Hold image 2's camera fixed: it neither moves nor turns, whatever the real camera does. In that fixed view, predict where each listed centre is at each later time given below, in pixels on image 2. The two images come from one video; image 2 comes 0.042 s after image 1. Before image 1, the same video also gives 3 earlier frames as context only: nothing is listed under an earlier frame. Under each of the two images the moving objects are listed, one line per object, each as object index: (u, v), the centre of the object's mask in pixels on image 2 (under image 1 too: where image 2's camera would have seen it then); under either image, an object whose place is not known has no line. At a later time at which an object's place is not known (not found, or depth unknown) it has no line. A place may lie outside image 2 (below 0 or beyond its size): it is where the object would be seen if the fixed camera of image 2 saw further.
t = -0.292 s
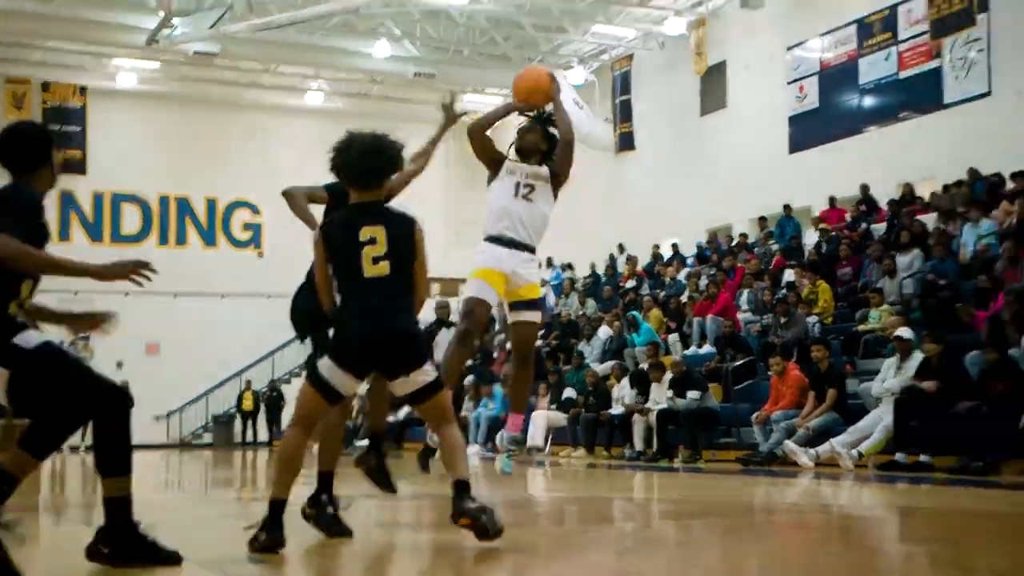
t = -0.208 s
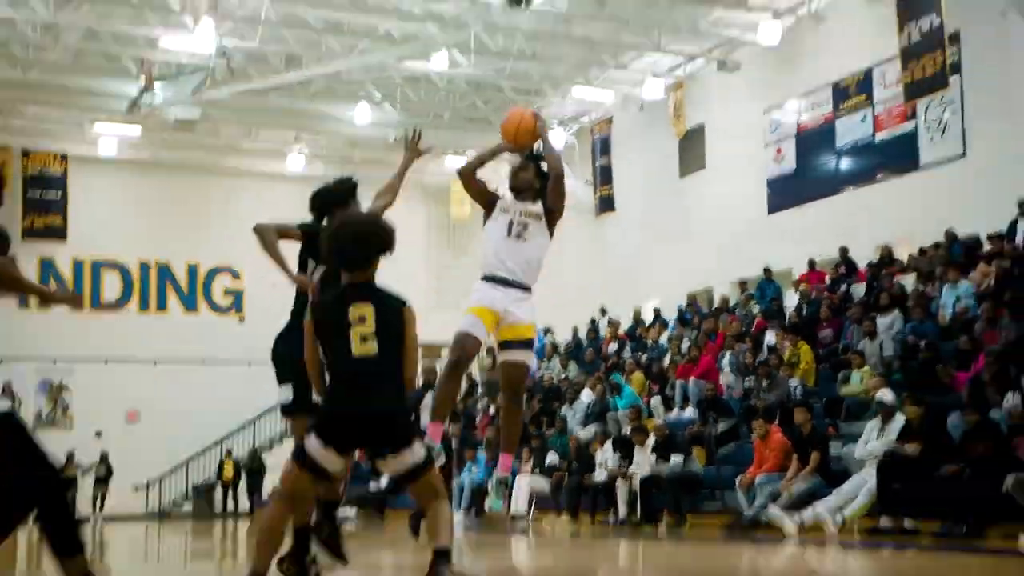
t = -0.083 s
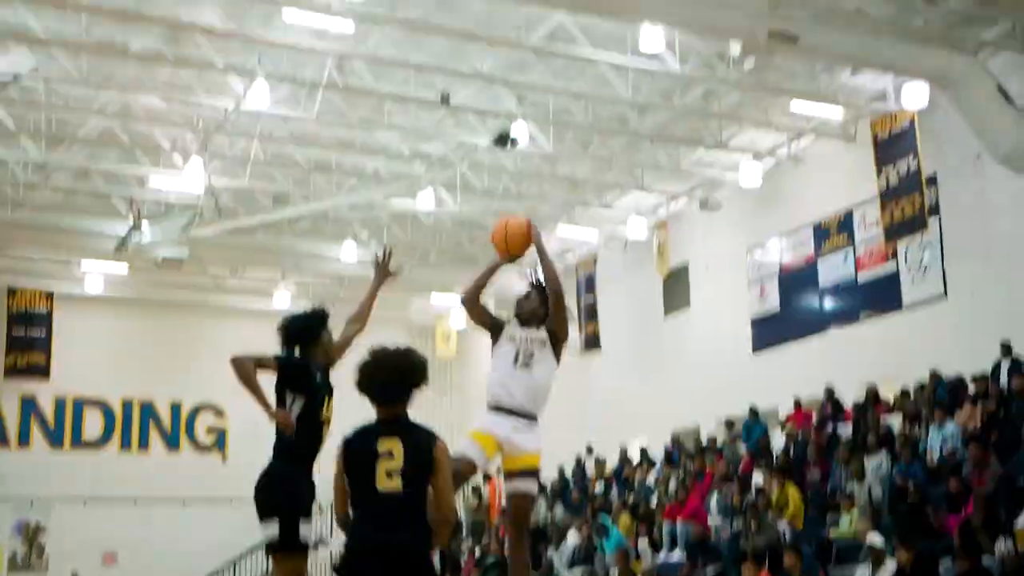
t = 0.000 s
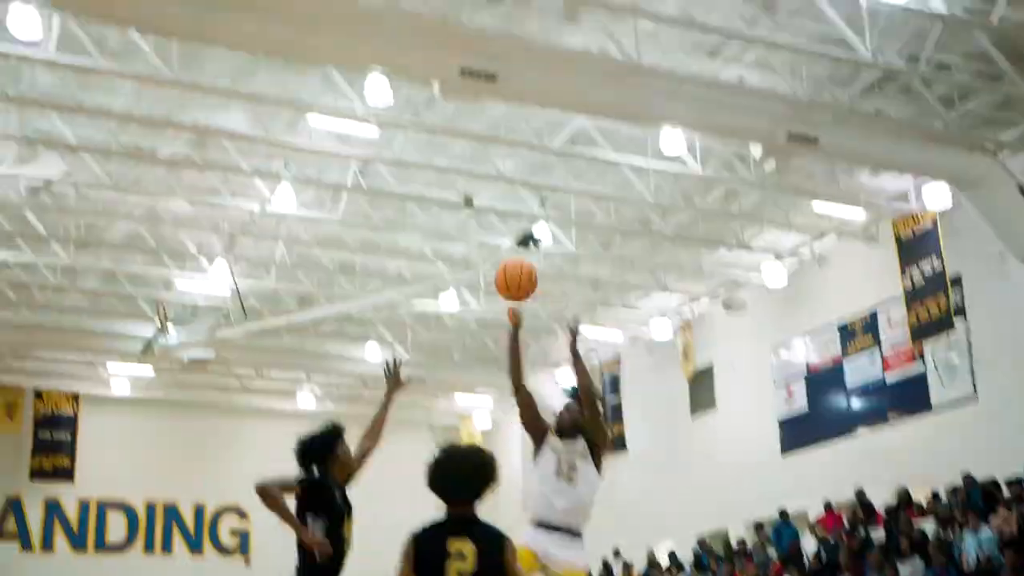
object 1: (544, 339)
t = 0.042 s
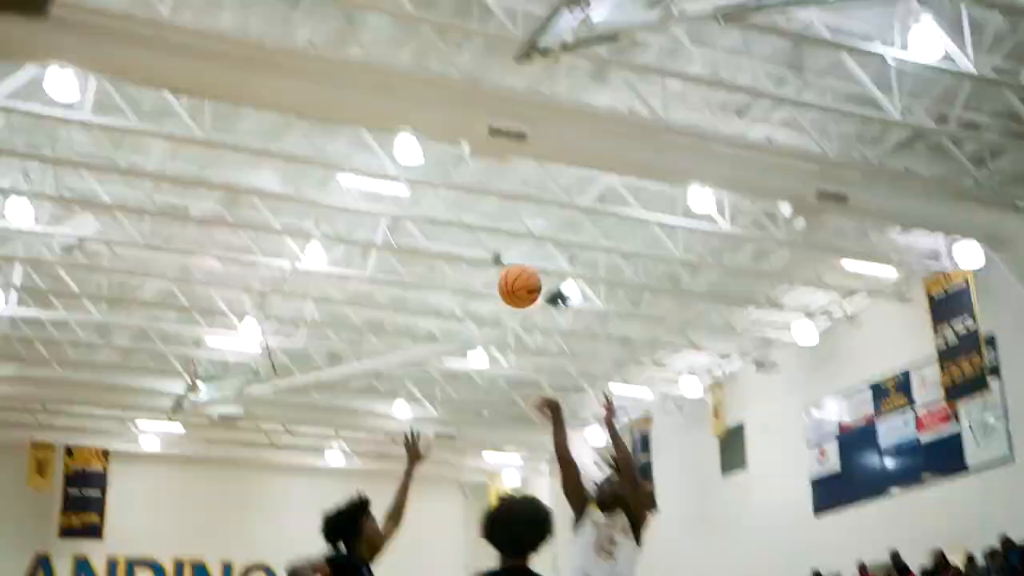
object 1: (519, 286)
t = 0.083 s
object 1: (503, 254)
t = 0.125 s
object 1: (478, 206)
